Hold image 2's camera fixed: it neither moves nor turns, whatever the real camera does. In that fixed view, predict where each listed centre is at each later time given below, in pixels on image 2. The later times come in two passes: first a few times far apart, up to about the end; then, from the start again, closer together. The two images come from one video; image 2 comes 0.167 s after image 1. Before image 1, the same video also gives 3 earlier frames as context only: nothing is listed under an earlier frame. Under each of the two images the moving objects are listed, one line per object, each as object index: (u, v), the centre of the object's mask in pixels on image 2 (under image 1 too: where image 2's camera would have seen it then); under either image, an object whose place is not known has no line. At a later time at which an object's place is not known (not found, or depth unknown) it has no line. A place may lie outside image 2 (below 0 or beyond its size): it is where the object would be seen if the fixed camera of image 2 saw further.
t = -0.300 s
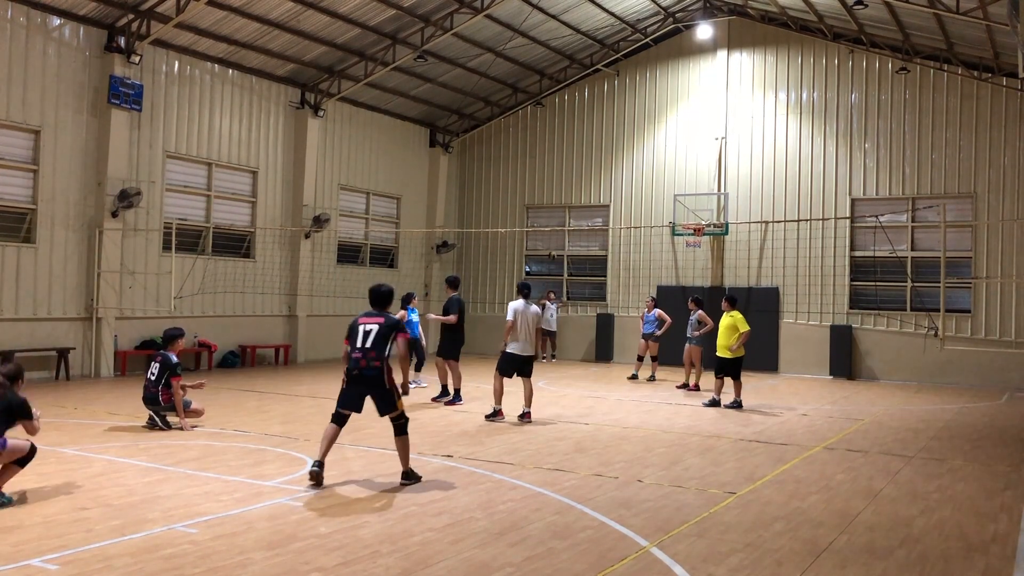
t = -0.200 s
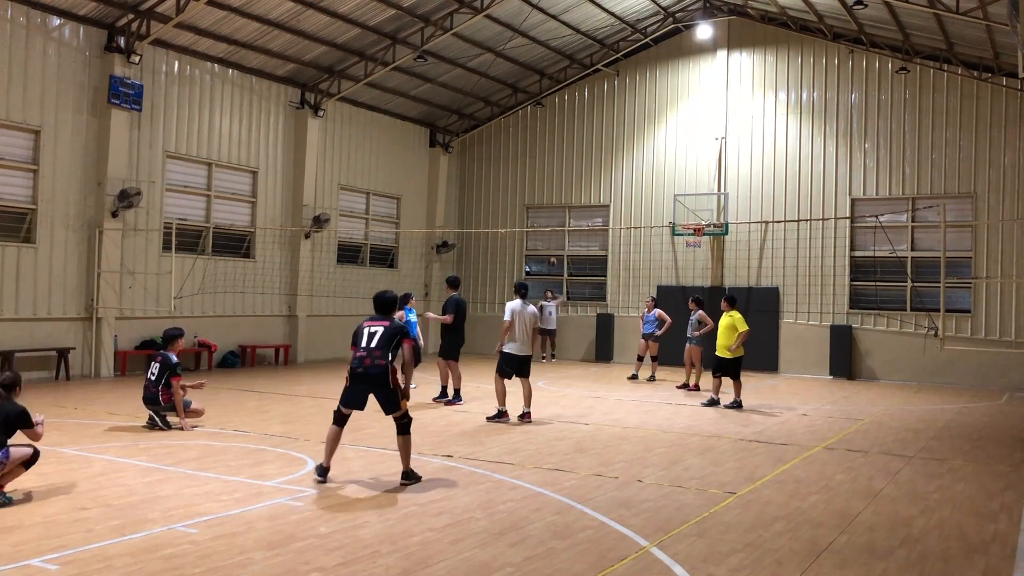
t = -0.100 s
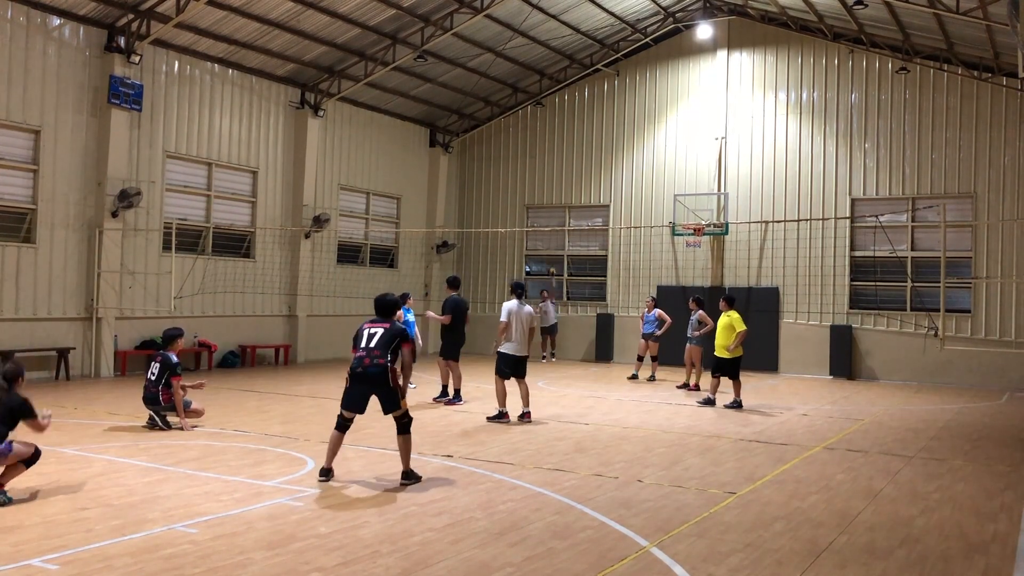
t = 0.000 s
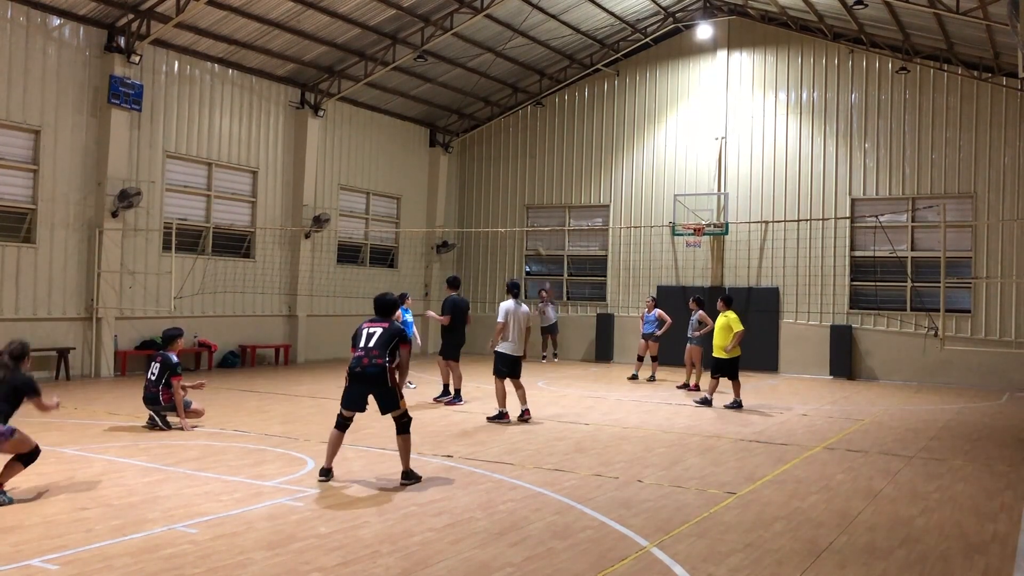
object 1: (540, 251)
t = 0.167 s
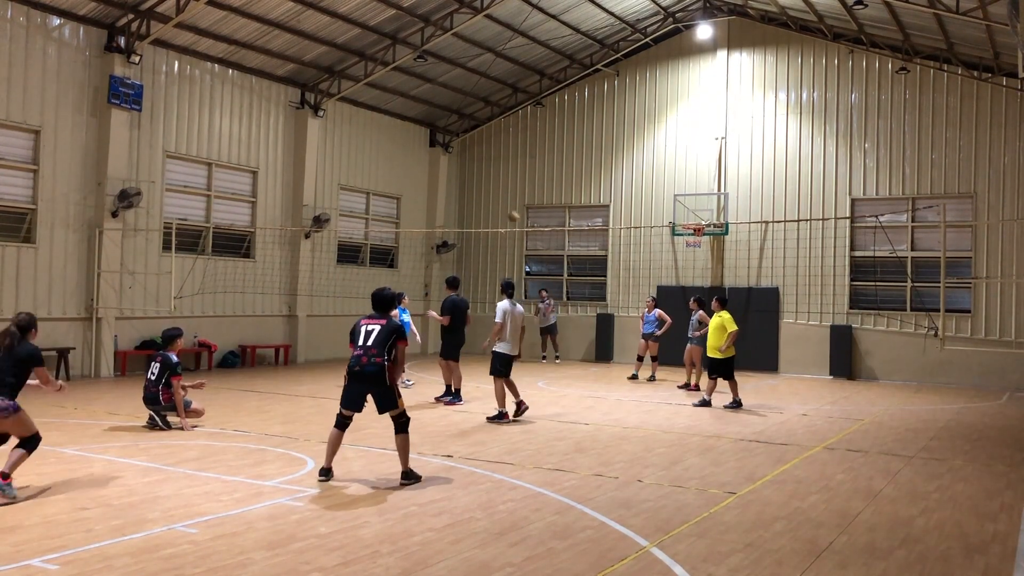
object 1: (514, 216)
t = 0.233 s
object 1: (501, 205)
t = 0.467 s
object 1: (451, 185)
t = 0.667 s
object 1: (395, 199)
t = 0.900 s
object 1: (303, 267)
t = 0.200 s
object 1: (508, 211)
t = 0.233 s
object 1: (501, 205)
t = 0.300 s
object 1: (489, 195)
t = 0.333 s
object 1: (482, 191)
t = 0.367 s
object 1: (475, 189)
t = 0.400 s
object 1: (468, 186)
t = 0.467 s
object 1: (451, 185)
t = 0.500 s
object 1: (443, 185)
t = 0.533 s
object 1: (435, 186)
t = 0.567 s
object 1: (426, 188)
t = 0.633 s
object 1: (406, 195)
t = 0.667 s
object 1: (395, 199)
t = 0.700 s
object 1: (384, 206)
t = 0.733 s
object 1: (373, 213)
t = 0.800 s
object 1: (349, 230)
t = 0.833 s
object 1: (333, 240)
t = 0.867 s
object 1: (319, 253)
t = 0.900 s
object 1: (303, 267)
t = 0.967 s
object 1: (269, 301)
